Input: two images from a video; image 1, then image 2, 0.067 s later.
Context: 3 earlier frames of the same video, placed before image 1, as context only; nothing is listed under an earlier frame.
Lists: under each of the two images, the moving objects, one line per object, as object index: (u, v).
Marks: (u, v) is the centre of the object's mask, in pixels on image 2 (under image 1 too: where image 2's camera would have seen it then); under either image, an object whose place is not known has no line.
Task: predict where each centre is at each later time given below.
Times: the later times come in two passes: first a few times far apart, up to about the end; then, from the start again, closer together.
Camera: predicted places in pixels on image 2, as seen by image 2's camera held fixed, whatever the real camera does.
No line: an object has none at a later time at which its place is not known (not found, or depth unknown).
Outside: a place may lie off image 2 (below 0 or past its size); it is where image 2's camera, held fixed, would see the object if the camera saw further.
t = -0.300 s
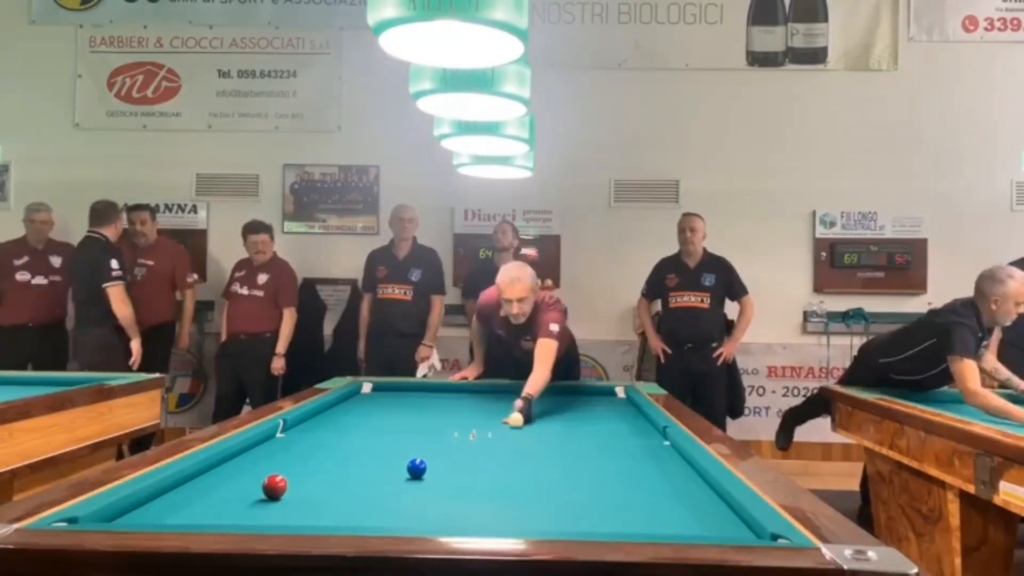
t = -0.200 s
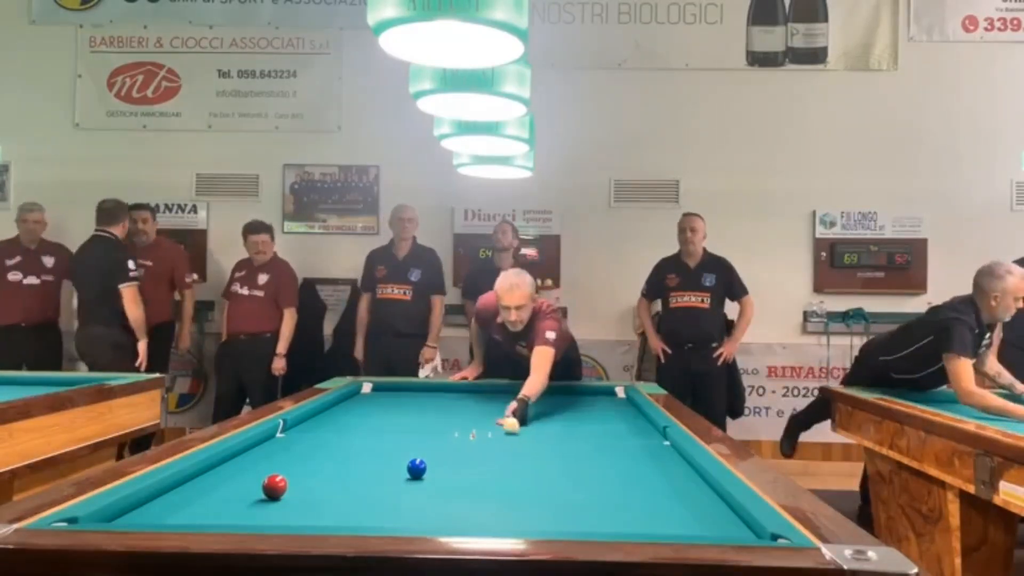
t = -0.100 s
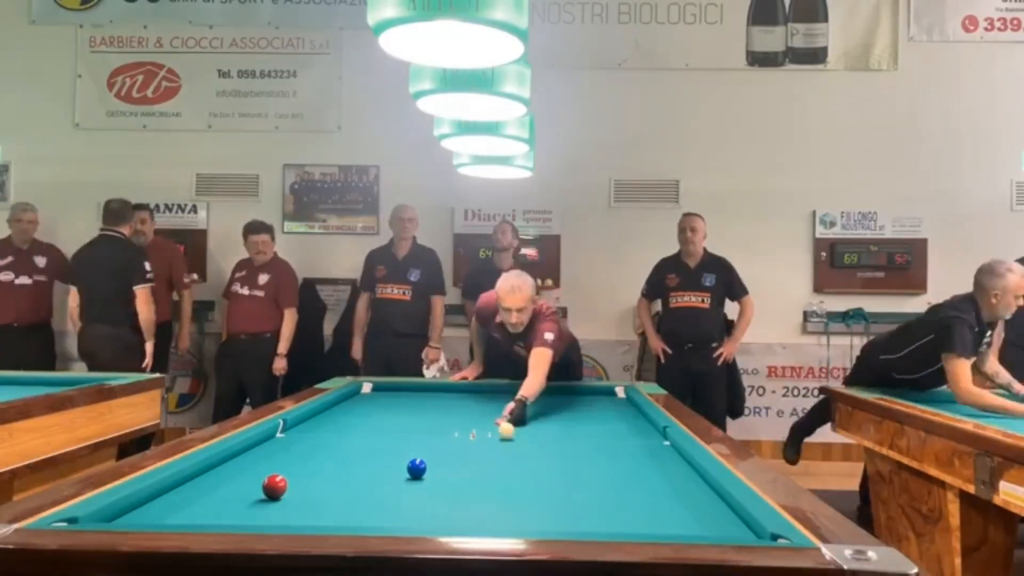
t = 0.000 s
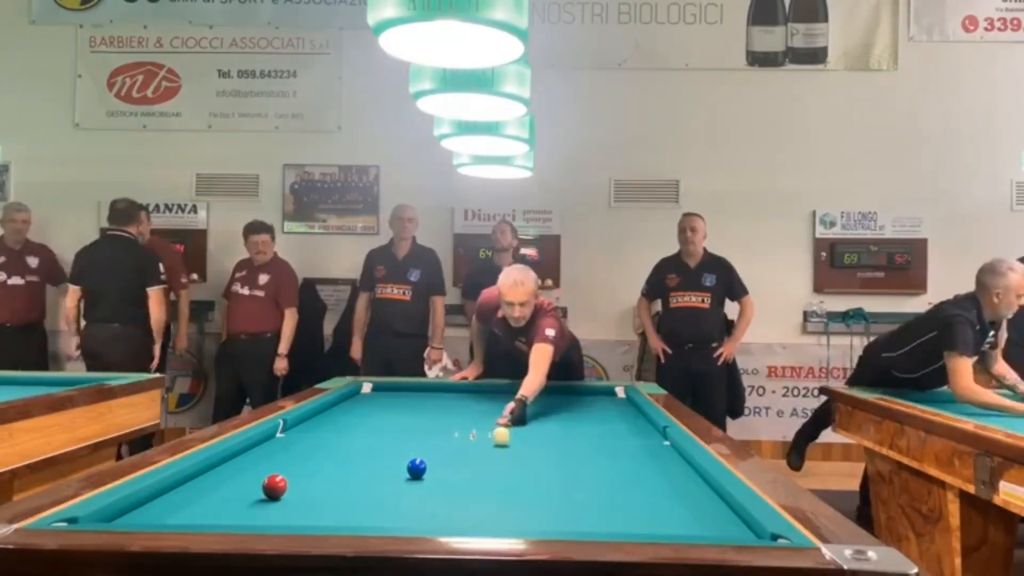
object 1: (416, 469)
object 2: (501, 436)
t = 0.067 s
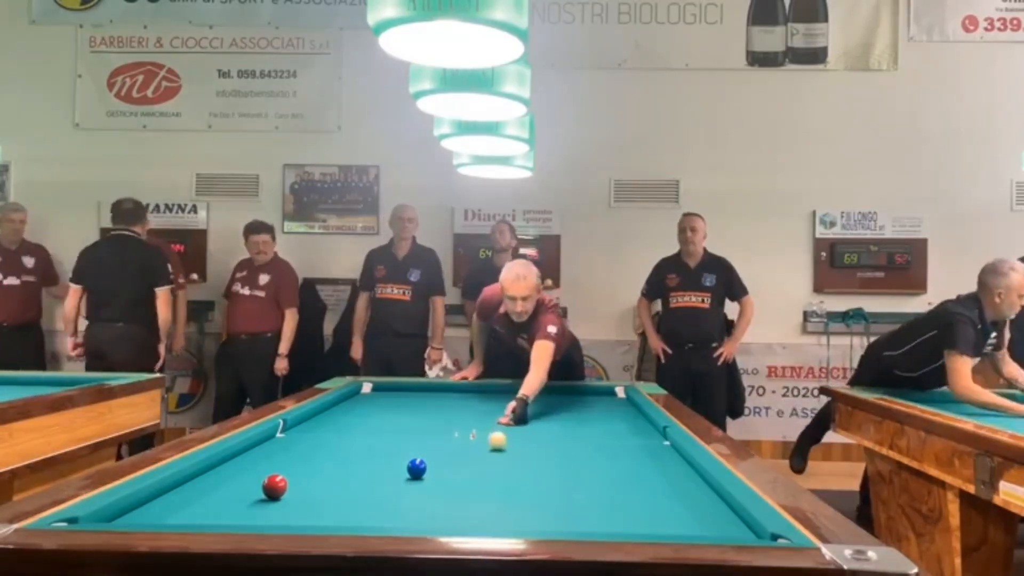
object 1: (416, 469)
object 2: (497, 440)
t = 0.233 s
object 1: (416, 469)
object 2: (487, 452)
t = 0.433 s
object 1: (416, 469)
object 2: (473, 467)
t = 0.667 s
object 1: (416, 469)
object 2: (452, 491)
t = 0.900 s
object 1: (416, 469)
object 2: (424, 518)
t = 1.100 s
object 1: (416, 469)
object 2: (415, 518)
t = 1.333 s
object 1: (416, 469)
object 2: (418, 502)
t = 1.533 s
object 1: (416, 467)
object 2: (420, 487)
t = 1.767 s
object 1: (415, 465)
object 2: (421, 478)
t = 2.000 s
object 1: (410, 463)
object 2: (428, 469)
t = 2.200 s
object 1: (401, 456)
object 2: (438, 465)
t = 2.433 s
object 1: (392, 449)
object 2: (448, 460)
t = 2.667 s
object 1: (384, 443)
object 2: (458, 455)
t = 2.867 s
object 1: (378, 438)
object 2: (465, 452)
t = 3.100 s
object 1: (371, 434)
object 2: (473, 449)
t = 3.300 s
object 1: (366, 430)
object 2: (479, 446)
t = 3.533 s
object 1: (360, 425)
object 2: (486, 442)
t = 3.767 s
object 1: (355, 421)
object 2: (492, 439)
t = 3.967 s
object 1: (351, 418)
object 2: (496, 437)
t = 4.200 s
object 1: (347, 415)
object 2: (502, 434)
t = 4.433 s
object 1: (343, 412)
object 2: (507, 432)
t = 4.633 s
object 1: (339, 410)
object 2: (510, 430)
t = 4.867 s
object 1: (337, 408)
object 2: (514, 429)
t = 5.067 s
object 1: (334, 406)
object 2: (517, 427)
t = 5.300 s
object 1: (340, 403)
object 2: (521, 425)
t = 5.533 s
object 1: (348, 402)
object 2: (525, 424)
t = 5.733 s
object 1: (353, 401)
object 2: (528, 422)
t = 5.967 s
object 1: (360, 399)
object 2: (531, 421)
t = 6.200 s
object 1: (365, 397)
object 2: (534, 419)
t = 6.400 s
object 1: (368, 396)
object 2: (537, 419)
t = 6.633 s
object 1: (374, 395)
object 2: (539, 417)
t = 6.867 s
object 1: (378, 393)
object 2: (542, 416)
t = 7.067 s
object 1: (382, 393)
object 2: (543, 415)
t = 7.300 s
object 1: (385, 392)
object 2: (545, 414)
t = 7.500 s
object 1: (389, 391)
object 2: (547, 414)
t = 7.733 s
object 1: (391, 390)
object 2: (549, 413)
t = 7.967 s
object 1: (394, 390)
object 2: (550, 412)
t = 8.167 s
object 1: (395, 389)
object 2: (551, 412)
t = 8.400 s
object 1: (398, 389)
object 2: (552, 411)
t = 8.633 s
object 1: (400, 388)
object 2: (554, 411)
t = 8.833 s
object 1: (401, 388)
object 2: (554, 410)
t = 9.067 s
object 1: (401, 388)
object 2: (555, 410)
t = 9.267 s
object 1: (401, 388)
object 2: (555, 410)
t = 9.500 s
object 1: (401, 388)
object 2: (555, 409)
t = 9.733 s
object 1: (401, 389)
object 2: (555, 409)
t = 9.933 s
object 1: (401, 389)
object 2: (555, 409)
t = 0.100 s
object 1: (416, 468)
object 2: (495, 442)
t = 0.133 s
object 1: (416, 469)
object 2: (493, 444)
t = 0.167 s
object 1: (417, 469)
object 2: (492, 446)
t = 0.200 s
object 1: (416, 469)
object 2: (490, 448)
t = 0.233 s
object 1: (416, 469)
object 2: (487, 452)
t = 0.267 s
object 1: (416, 469)
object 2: (485, 454)
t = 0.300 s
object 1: (416, 469)
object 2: (483, 457)
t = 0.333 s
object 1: (416, 469)
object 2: (480, 459)
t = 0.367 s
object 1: (416, 469)
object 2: (478, 462)
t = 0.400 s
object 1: (416, 469)
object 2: (476, 465)
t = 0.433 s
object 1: (416, 469)
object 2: (473, 467)
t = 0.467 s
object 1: (416, 469)
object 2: (470, 471)
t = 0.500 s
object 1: (416, 469)
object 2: (467, 474)
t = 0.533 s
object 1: (416, 469)
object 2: (465, 477)
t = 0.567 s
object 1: (416, 469)
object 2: (461, 481)
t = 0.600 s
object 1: (416, 469)
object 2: (458, 484)
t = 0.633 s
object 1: (416, 469)
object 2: (455, 488)
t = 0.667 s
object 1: (416, 469)
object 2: (452, 491)
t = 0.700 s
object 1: (416, 468)
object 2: (448, 496)
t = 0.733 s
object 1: (416, 468)
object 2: (445, 500)
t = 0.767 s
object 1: (416, 468)
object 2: (441, 504)
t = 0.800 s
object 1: (416, 469)
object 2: (437, 508)
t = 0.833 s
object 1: (416, 469)
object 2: (433, 513)
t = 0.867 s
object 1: (416, 469)
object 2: (429, 515)
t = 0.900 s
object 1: (416, 469)
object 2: (424, 518)
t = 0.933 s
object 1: (416, 469)
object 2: (420, 521)
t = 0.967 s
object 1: (416, 469)
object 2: (414, 523)
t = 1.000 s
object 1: (416, 469)
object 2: (412, 525)
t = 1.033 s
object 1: (416, 469)
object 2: (413, 523)
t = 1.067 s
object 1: (416, 469)
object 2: (414, 520)
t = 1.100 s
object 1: (416, 469)
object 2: (415, 518)
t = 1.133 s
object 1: (416, 469)
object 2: (415, 516)
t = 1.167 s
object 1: (416, 469)
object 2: (415, 514)
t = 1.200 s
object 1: (416, 469)
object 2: (416, 513)
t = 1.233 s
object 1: (416, 469)
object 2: (417, 510)
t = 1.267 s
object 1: (416, 469)
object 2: (417, 507)
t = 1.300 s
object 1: (416, 469)
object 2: (417, 504)
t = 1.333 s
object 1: (416, 469)
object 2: (418, 502)
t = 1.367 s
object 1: (416, 469)
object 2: (418, 499)
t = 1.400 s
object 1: (416, 469)
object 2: (419, 497)
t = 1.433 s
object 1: (416, 468)
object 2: (419, 494)
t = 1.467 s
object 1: (416, 468)
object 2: (419, 492)
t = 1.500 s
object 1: (416, 468)
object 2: (420, 489)
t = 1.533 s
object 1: (416, 467)
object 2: (420, 487)
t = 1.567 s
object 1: (416, 466)
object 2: (420, 485)
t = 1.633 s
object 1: (416, 466)
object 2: (420, 485)
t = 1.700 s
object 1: (416, 466)
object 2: (421, 482)
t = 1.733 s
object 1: (416, 465)
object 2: (421, 481)
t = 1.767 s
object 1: (415, 465)
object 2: (421, 478)
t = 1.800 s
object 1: (414, 464)
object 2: (422, 476)
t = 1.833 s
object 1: (413, 464)
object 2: (422, 474)
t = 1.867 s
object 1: (412, 465)
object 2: (422, 472)
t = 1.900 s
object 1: (412, 466)
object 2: (423, 471)
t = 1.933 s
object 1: (411, 465)
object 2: (425, 471)
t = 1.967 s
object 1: (410, 464)
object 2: (427, 470)
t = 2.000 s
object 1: (410, 463)
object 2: (428, 469)
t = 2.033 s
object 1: (408, 462)
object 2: (430, 469)
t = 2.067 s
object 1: (407, 461)
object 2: (432, 468)
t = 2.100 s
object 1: (405, 460)
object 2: (433, 467)
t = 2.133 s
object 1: (404, 458)
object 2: (435, 466)
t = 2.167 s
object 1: (403, 457)
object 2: (437, 466)
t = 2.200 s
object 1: (401, 456)
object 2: (438, 465)
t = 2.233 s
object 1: (400, 455)
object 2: (440, 464)
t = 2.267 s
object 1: (398, 454)
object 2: (441, 464)
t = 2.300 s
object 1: (397, 453)
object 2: (443, 463)
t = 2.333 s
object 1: (396, 452)
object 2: (444, 462)
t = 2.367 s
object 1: (395, 451)
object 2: (445, 461)
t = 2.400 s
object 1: (393, 450)
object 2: (447, 461)
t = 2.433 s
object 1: (392, 449)
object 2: (448, 460)
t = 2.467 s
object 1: (391, 449)
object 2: (450, 459)
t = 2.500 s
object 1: (390, 448)
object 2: (451, 459)
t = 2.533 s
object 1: (389, 447)
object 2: (452, 458)
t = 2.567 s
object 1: (388, 446)
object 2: (454, 457)
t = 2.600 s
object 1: (386, 445)
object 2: (456, 457)
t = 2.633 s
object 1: (385, 444)
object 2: (457, 456)
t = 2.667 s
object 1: (384, 443)
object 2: (458, 455)
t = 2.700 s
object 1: (383, 443)
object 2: (459, 455)
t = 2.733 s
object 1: (382, 442)
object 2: (461, 454)
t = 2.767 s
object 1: (381, 441)
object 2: (462, 453)
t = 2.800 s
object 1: (380, 440)
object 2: (463, 453)
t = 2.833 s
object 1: (379, 439)
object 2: (464, 453)
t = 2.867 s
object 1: (378, 438)
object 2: (465, 452)
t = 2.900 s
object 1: (377, 438)
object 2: (467, 452)
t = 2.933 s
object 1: (376, 437)
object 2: (468, 451)
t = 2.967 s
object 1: (375, 436)
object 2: (469, 450)
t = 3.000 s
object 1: (374, 436)
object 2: (470, 450)
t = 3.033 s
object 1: (373, 435)
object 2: (471, 450)
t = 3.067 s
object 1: (372, 434)
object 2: (472, 449)
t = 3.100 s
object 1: (371, 434)
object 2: (473, 449)
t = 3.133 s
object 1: (370, 433)
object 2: (474, 448)
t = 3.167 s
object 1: (369, 432)
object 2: (475, 448)
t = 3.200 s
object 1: (368, 431)
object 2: (476, 447)
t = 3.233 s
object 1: (368, 431)
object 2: (477, 447)
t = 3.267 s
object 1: (367, 430)
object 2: (478, 446)
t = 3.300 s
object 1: (366, 430)
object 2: (479, 446)
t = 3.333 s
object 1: (365, 429)
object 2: (480, 445)
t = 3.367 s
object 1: (365, 428)
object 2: (481, 445)
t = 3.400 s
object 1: (363, 427)
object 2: (482, 444)
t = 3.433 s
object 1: (363, 427)
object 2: (483, 443)
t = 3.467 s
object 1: (362, 426)
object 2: (484, 443)
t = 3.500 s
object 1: (361, 426)
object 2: (485, 443)
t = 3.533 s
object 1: (360, 425)
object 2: (486, 442)
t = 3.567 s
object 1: (360, 425)
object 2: (486, 442)
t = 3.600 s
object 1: (359, 424)
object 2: (487, 441)
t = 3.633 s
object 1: (358, 423)
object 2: (488, 441)
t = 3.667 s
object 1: (357, 423)
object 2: (489, 441)
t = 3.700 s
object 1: (356, 422)
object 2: (490, 440)
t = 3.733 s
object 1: (356, 422)
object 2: (491, 439)
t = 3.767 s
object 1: (355, 421)
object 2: (492, 439)
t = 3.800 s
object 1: (355, 421)
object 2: (493, 438)
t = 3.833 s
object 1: (354, 420)
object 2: (494, 438)
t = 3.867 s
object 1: (353, 420)
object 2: (494, 438)
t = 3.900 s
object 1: (352, 419)
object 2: (495, 438)
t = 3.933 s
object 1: (352, 419)
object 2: (496, 437)
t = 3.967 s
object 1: (351, 418)
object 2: (496, 437)
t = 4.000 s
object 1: (350, 418)
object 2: (497, 436)
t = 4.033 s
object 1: (350, 417)
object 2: (498, 436)
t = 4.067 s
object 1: (349, 416)
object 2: (498, 436)
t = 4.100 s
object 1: (349, 416)
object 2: (499, 435)
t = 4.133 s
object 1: (348, 416)
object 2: (500, 435)
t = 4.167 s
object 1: (347, 415)
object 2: (501, 435)
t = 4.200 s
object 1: (347, 415)
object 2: (502, 434)
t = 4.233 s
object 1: (346, 415)
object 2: (502, 434)
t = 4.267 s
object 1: (346, 414)
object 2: (503, 434)
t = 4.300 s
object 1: (345, 413)
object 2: (504, 433)
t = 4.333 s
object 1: (344, 413)
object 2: (505, 433)
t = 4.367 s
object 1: (344, 413)
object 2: (506, 433)
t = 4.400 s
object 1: (343, 412)
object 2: (506, 433)
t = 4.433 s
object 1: (343, 412)
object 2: (507, 432)
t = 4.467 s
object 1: (342, 412)
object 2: (508, 432)
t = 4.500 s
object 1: (341, 411)
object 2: (508, 431)
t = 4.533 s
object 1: (341, 411)
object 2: (509, 431)
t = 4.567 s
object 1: (341, 411)
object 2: (510, 431)
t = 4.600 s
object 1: (340, 410)
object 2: (510, 431)
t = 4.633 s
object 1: (339, 410)
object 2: (510, 430)
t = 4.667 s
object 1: (339, 410)
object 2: (511, 430)
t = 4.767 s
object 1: (338, 409)
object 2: (512, 430)
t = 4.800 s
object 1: (338, 408)
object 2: (513, 429)
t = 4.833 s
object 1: (337, 408)
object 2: (513, 429)
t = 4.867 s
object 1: (337, 408)
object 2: (514, 429)
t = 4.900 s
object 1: (336, 408)
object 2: (514, 428)
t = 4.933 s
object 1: (336, 407)
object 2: (515, 428)
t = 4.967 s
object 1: (335, 407)
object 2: (516, 428)
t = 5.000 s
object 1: (335, 407)
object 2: (516, 428)
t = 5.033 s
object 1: (334, 406)
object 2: (517, 427)
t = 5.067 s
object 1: (334, 406)
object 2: (517, 427)
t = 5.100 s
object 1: (334, 405)
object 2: (518, 427)
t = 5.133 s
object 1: (336, 405)
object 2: (519, 426)
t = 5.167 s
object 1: (337, 404)
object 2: (519, 426)
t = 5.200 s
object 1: (338, 404)
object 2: (520, 426)
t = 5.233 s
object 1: (339, 404)
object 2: (520, 426)
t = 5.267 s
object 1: (340, 404)
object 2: (521, 426)
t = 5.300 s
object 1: (340, 403)
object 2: (521, 425)
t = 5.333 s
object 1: (341, 403)
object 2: (522, 425)
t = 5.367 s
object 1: (342, 403)
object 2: (522, 425)
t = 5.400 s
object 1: (344, 403)
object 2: (523, 425)
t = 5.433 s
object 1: (345, 402)
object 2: (524, 424)
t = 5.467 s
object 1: (346, 402)
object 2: (524, 424)
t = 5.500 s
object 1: (346, 402)
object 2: (525, 424)
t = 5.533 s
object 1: (348, 402)
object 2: (525, 424)
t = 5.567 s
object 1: (349, 401)
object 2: (526, 424)
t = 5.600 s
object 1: (350, 401)
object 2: (526, 423)
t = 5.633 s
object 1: (351, 401)
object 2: (526, 423)
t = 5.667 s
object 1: (351, 401)
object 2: (527, 423)
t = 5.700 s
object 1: (352, 401)
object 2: (528, 423)
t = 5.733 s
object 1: (353, 401)
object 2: (528, 422)
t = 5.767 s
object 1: (354, 400)
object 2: (529, 422)
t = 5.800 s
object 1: (355, 400)
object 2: (529, 422)
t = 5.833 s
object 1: (356, 399)
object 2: (529, 422)
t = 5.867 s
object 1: (357, 399)
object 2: (530, 421)
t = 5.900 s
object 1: (358, 399)
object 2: (530, 421)
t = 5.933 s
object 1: (358, 399)
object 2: (531, 421)
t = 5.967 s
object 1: (360, 399)
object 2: (531, 421)
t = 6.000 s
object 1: (360, 398)
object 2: (532, 421)
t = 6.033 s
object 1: (361, 398)
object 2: (532, 420)
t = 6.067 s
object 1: (362, 398)
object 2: (533, 420)
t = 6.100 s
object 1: (363, 398)
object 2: (533, 420)
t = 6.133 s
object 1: (363, 398)
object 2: (533, 420)
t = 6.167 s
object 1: (364, 397)
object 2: (534, 420)
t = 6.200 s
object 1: (365, 397)
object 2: (534, 419)
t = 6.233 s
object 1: (366, 397)
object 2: (535, 419)
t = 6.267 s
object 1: (366, 396)
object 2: (535, 419)
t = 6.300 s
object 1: (367, 396)
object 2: (535, 419)
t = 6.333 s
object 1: (367, 396)
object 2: (535, 419)
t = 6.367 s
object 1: (368, 396)
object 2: (536, 419)
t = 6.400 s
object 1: (368, 396)
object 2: (537, 419)
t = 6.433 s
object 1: (370, 396)
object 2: (537, 418)
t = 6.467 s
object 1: (371, 396)
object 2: (537, 418)
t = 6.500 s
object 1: (372, 395)
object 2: (538, 418)
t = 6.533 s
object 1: (372, 395)
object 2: (538, 418)
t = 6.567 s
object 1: (373, 395)
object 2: (538, 418)
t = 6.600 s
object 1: (374, 395)
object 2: (539, 417)
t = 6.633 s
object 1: (374, 395)
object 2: (539, 417)
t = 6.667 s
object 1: (375, 394)
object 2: (539, 417)
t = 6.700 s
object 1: (375, 394)
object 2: (540, 417)
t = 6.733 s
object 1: (376, 394)
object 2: (540, 417)
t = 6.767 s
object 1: (377, 394)
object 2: (541, 417)
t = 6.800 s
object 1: (377, 394)
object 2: (541, 416)
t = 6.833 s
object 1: (378, 393)
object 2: (541, 416)
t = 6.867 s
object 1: (378, 393)
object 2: (542, 416)
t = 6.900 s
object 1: (379, 393)
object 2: (542, 416)
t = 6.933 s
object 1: (379, 393)
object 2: (542, 416)
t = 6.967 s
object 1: (380, 393)
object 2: (543, 416)
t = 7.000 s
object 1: (381, 393)
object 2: (543, 416)
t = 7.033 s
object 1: (381, 393)
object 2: (543, 415)
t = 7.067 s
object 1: (382, 393)
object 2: (543, 415)
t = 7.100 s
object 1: (382, 392)
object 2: (544, 415)
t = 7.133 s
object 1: (383, 392)
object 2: (544, 415)
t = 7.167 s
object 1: (384, 392)
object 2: (544, 415)
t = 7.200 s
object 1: (384, 392)
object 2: (545, 415)
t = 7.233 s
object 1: (385, 392)
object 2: (545, 415)
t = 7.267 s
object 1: (385, 392)
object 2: (545, 414)
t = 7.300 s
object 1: (385, 392)
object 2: (545, 414)
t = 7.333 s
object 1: (386, 391)
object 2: (546, 414)
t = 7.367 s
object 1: (386, 391)
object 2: (546, 414)
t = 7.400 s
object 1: (387, 391)
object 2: (546, 414)
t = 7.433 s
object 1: (388, 391)
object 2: (546, 414)
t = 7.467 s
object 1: (388, 391)
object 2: (547, 414)
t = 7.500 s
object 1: (389, 391)
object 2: (547, 414)
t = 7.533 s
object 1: (389, 391)
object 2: (547, 413)
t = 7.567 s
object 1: (390, 390)
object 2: (547, 413)
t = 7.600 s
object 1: (390, 390)
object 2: (548, 413)
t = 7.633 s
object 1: (390, 390)
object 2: (548, 413)
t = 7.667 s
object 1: (391, 390)
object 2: (548, 413)
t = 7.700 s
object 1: (391, 390)
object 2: (548, 413)
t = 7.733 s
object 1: (391, 390)
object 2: (549, 413)
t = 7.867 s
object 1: (392, 390)
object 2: (549, 413)
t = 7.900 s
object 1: (393, 390)
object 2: (549, 413)
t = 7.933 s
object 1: (393, 390)
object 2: (549, 412)
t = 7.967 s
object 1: (394, 390)
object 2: (550, 412)
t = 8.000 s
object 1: (394, 390)
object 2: (550, 412)
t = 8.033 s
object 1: (394, 389)
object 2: (550, 412)
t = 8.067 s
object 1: (394, 389)
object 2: (550, 412)
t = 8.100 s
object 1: (395, 389)
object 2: (551, 412)
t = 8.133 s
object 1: (395, 389)
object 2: (551, 412)
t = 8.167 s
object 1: (395, 389)
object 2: (551, 412)
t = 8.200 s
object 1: (396, 389)
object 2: (551, 412)
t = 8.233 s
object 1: (396, 389)
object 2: (551, 412)
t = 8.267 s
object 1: (397, 389)
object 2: (551, 412)
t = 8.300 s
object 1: (397, 389)
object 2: (551, 411)
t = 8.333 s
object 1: (397, 389)
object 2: (552, 411)
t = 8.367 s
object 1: (398, 389)
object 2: (552, 411)
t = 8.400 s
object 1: (398, 389)
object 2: (552, 411)
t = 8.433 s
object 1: (398, 389)
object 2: (552, 411)
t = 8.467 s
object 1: (398, 389)
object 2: (552, 411)
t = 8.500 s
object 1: (398, 389)
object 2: (553, 411)
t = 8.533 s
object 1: (399, 389)
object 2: (553, 411)
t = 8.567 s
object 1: (399, 388)
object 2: (553, 411)
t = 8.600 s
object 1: (400, 388)
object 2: (553, 411)
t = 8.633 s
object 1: (400, 388)
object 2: (554, 411)
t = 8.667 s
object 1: (400, 389)
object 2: (554, 411)
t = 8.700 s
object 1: (400, 388)
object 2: (554, 411)
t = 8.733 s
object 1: (400, 388)
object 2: (554, 411)
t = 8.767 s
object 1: (401, 388)
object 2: (554, 410)
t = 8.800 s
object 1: (401, 388)
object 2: (554, 410)
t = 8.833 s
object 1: (401, 388)
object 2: (554, 410)
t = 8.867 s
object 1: (401, 388)
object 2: (554, 410)
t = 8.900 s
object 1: (400, 388)
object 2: (555, 410)
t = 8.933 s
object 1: (401, 388)
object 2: (555, 410)
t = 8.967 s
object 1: (401, 388)
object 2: (555, 410)
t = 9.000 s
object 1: (401, 388)
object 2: (555, 410)
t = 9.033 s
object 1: (401, 388)
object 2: (555, 410)
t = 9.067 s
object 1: (401, 388)
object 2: (555, 410)
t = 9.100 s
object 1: (401, 388)
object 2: (555, 410)
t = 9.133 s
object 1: (401, 388)
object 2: (555, 410)
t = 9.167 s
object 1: (401, 388)
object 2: (555, 410)
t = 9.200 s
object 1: (401, 388)
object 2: (555, 410)
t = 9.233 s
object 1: (401, 388)
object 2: (555, 410)
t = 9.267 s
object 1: (401, 388)
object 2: (555, 410)
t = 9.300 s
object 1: (401, 388)
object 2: (555, 410)
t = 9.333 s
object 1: (401, 388)
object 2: (555, 409)
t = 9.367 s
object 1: (401, 388)
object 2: (555, 409)
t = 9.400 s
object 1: (401, 388)
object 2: (555, 409)
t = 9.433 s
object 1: (401, 388)
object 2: (555, 409)
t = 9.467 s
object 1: (401, 388)
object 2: (555, 409)
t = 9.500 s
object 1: (401, 388)
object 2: (555, 409)
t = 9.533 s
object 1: (401, 388)
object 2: (555, 409)
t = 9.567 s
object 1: (401, 388)
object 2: (555, 409)
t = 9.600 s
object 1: (401, 388)
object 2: (555, 409)
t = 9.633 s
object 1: (401, 388)
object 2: (555, 409)
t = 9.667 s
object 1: (401, 388)
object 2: (555, 409)
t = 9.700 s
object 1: (401, 389)
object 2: (555, 409)
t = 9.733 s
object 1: (401, 389)
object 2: (555, 409)
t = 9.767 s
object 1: (401, 389)
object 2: (555, 409)
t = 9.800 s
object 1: (401, 389)
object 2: (555, 409)
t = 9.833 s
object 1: (401, 389)
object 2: (555, 409)
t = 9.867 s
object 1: (401, 389)
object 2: (555, 409)
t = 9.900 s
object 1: (401, 389)
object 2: (555, 409)
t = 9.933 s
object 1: (401, 389)
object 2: (555, 409)
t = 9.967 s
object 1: (401, 389)
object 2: (555, 409)
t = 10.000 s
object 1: (400, 389)
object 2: (555, 409)
